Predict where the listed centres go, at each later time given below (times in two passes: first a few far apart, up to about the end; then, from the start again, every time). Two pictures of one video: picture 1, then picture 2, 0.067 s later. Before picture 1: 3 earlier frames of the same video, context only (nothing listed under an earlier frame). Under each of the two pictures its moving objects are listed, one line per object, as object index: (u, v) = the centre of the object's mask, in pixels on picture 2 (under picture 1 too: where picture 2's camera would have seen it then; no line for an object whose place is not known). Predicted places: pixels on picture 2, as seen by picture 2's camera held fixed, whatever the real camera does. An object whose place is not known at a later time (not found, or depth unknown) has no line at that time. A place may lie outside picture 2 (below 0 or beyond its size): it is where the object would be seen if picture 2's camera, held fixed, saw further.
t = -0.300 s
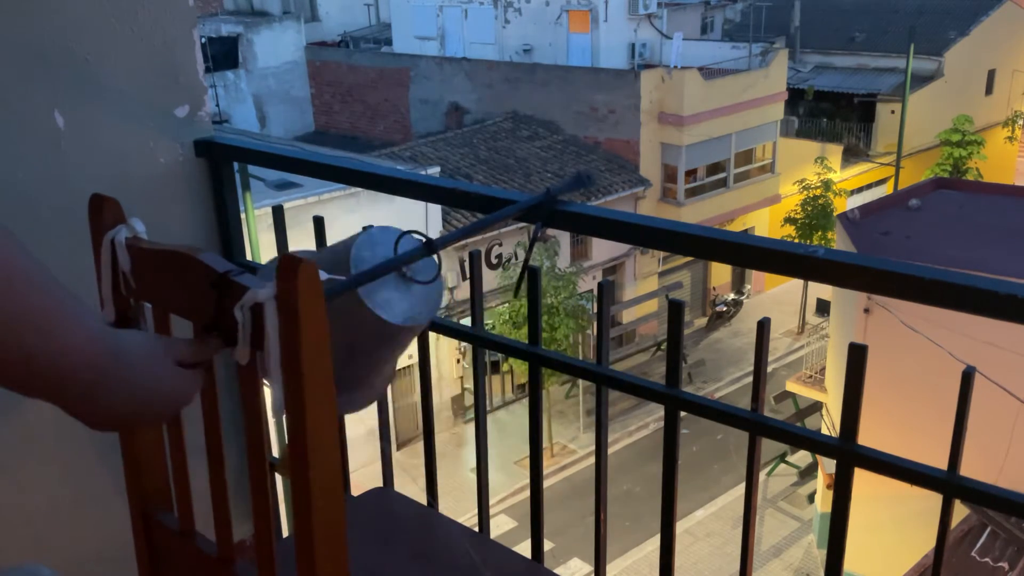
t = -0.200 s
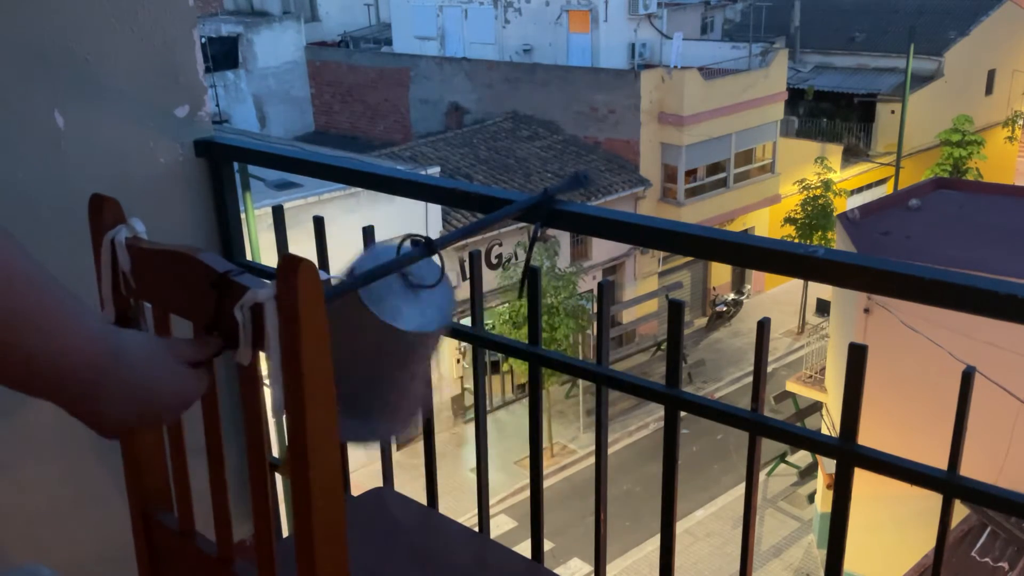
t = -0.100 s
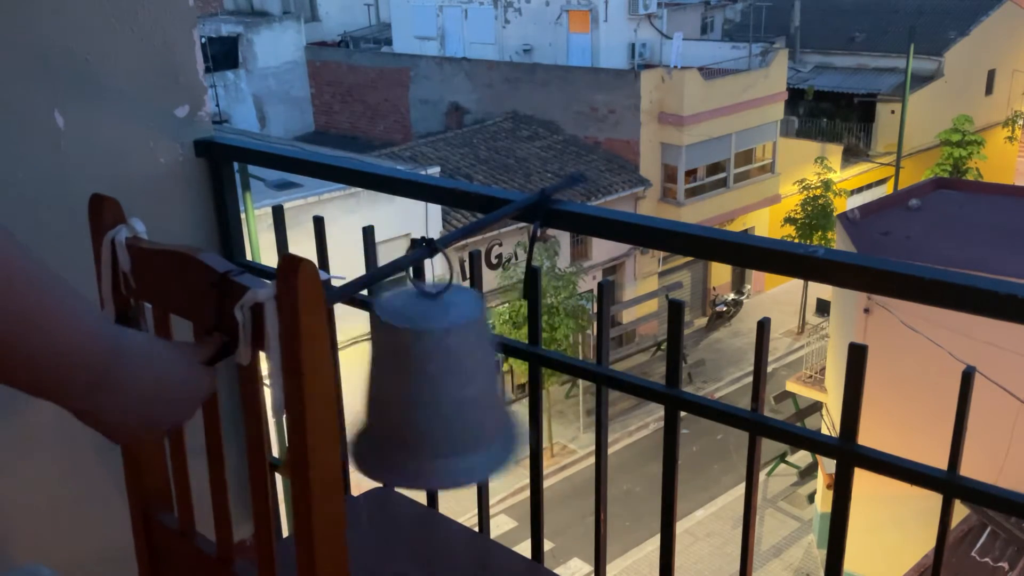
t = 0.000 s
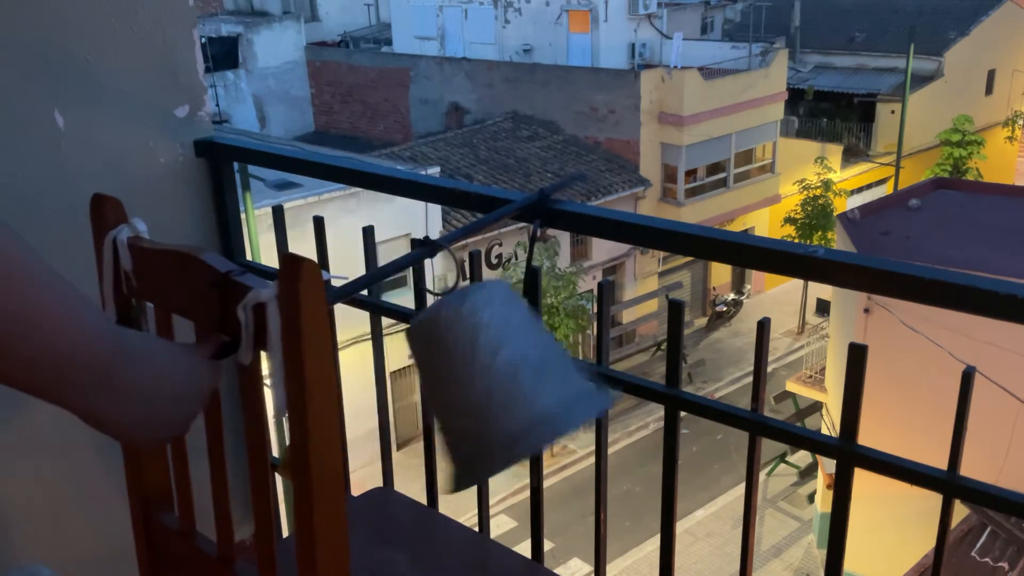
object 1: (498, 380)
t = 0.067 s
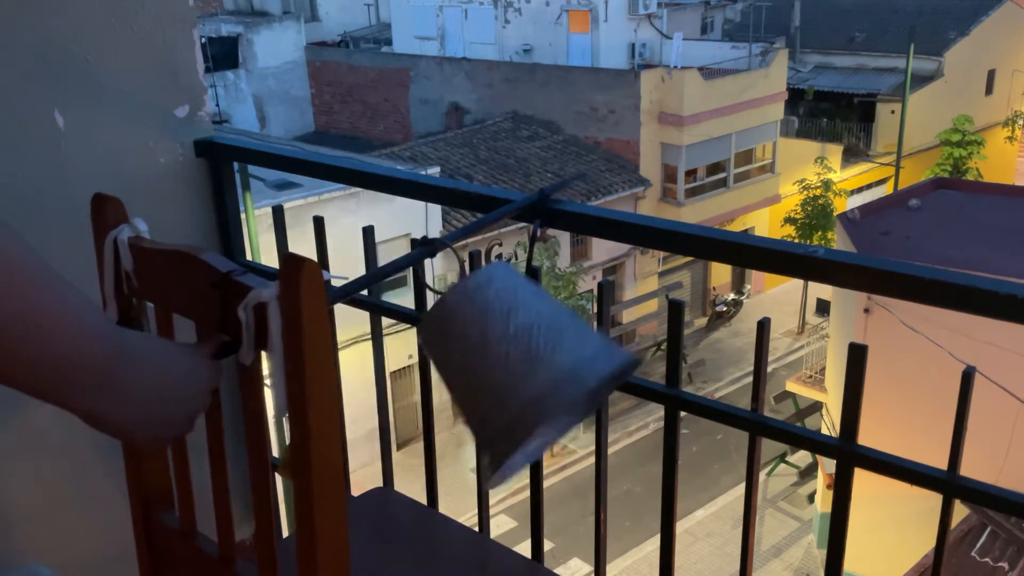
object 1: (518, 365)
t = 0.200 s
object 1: (513, 366)
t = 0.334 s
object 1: (441, 396)
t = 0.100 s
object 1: (524, 362)
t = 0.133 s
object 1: (524, 361)
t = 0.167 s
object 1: (522, 362)
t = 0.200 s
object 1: (513, 366)
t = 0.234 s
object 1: (501, 371)
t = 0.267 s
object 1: (486, 387)
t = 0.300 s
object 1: (468, 395)
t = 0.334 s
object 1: (441, 396)
